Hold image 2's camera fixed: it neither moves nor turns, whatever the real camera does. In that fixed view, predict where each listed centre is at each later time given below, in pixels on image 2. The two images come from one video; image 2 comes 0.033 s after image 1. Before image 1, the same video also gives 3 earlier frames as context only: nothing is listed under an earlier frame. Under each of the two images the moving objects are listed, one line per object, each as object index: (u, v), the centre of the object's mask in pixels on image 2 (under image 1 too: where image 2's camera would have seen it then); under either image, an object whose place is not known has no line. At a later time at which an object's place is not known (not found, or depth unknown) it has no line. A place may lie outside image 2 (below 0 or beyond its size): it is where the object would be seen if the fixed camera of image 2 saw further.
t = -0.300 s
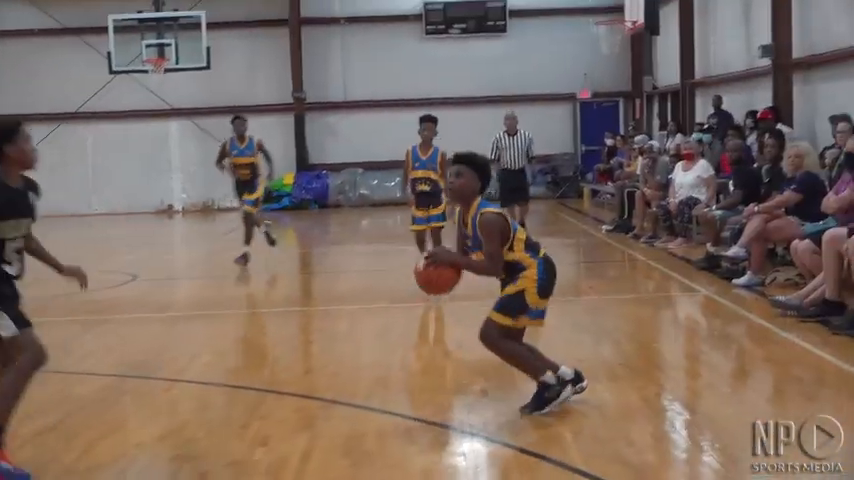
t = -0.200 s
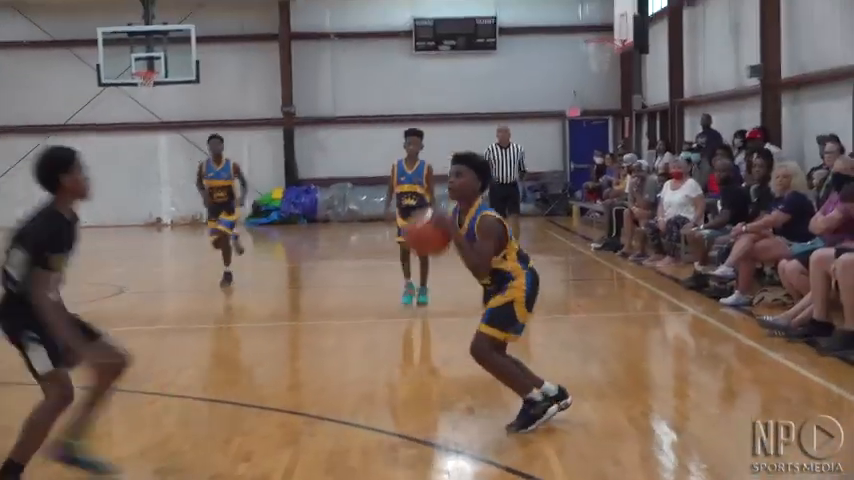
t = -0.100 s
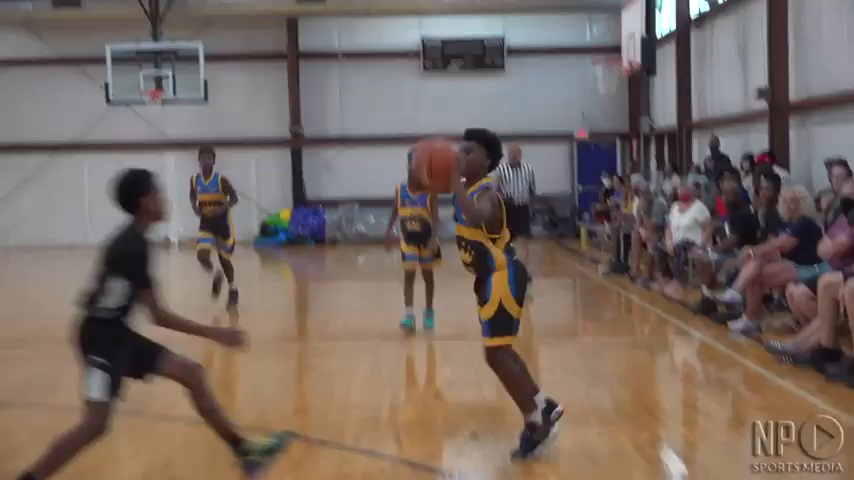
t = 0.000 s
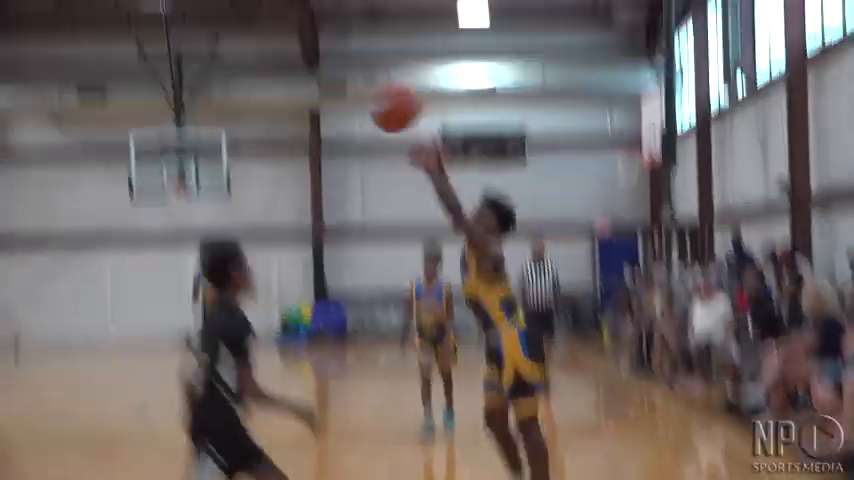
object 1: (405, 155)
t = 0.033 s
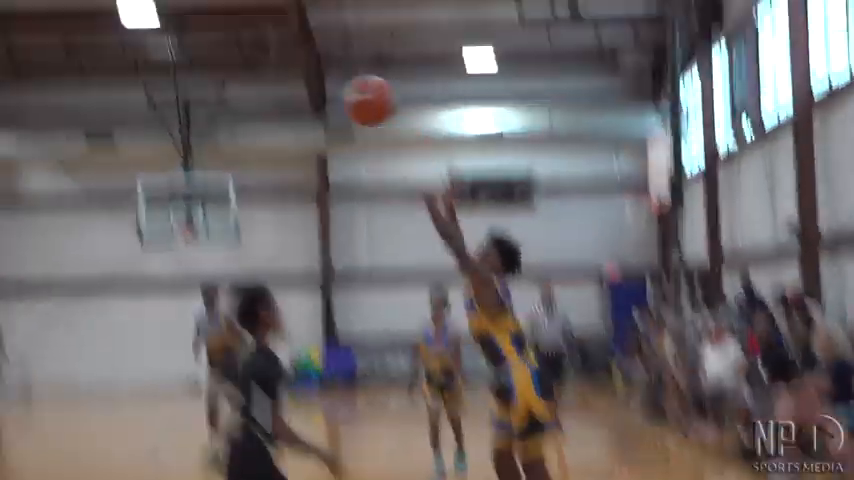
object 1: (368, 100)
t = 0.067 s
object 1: (334, 46)
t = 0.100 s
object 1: (299, -5)
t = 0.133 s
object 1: (263, -57)
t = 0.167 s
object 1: (227, -109)
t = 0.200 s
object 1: (188, -160)
